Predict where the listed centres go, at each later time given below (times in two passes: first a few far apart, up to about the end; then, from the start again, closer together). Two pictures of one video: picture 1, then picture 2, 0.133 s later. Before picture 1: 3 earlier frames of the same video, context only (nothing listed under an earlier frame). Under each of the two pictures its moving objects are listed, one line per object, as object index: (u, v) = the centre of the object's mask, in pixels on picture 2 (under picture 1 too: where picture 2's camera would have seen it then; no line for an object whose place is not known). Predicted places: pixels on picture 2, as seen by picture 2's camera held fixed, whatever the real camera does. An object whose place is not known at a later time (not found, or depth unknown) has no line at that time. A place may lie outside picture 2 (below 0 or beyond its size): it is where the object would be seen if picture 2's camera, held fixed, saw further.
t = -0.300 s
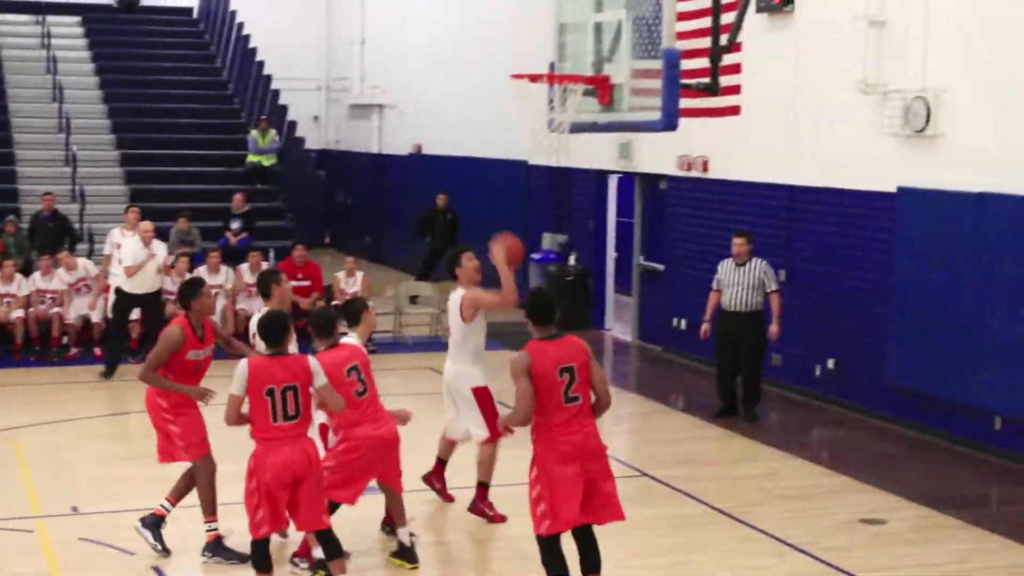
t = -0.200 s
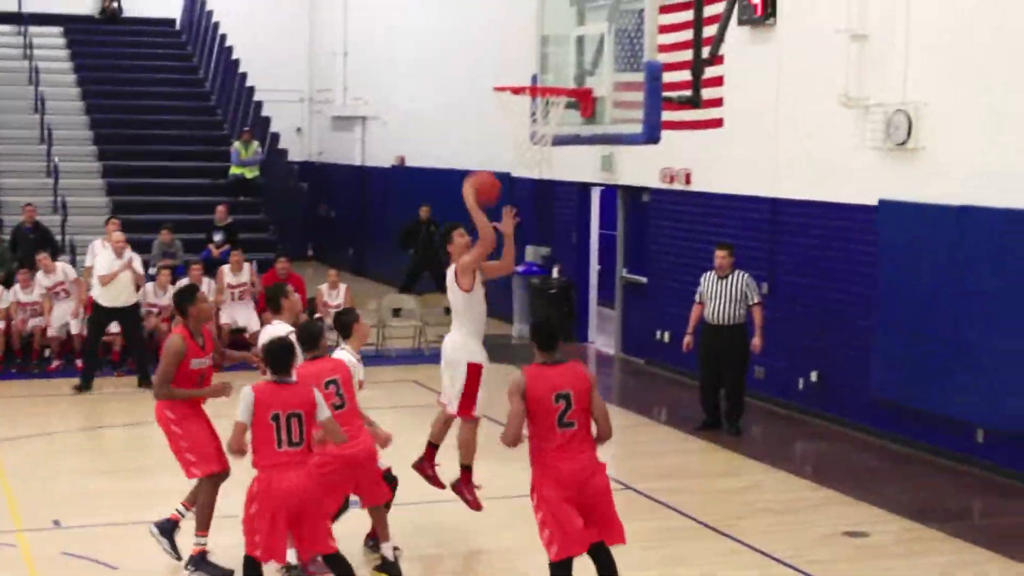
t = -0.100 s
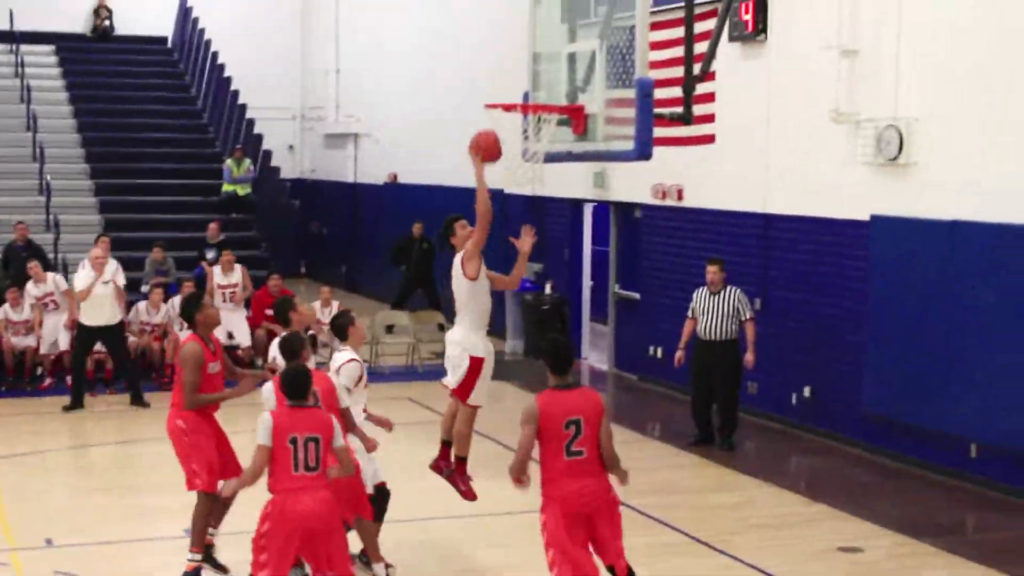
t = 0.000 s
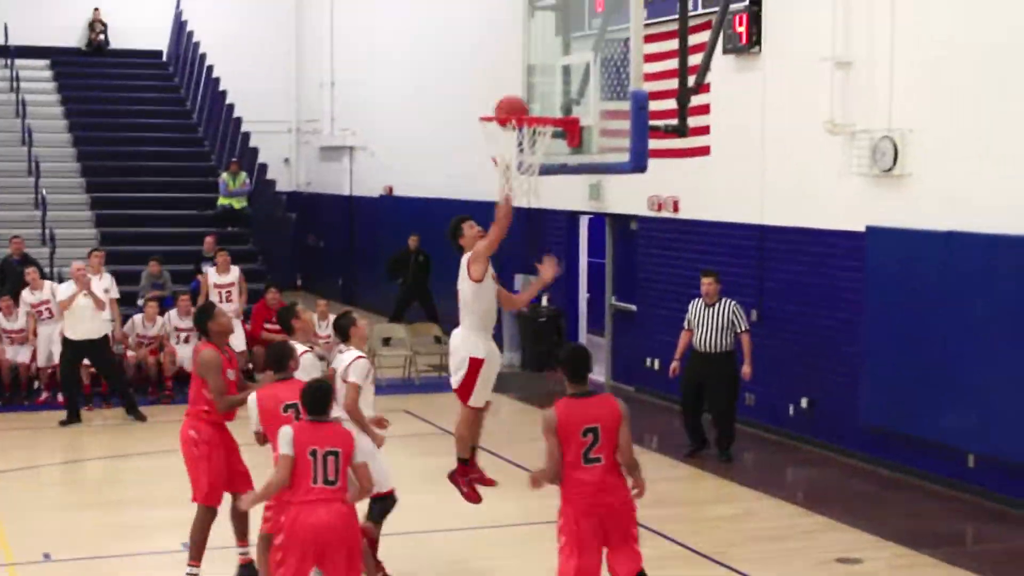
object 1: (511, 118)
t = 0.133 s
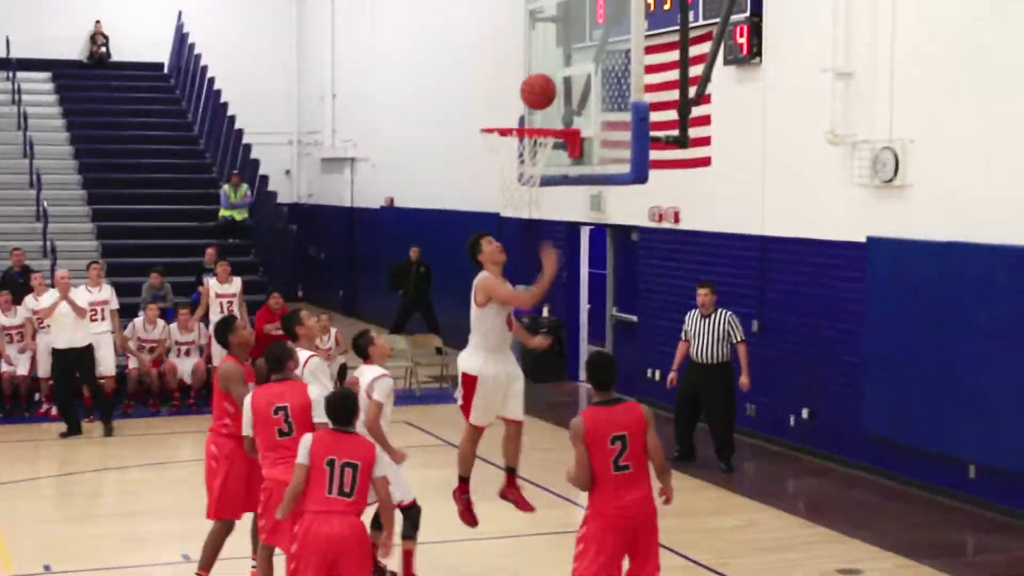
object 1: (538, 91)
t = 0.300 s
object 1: (519, 108)
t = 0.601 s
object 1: (498, 172)
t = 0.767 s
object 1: (497, 229)
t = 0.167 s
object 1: (534, 91)
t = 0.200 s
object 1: (529, 93)
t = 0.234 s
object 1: (526, 97)
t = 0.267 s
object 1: (523, 101)
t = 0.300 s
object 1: (519, 108)
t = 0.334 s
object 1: (515, 114)
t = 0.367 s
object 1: (511, 126)
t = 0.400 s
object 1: (506, 139)
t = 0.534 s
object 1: (499, 161)
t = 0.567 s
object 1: (499, 166)
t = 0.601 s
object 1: (498, 172)
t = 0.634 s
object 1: (497, 183)
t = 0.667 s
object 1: (497, 190)
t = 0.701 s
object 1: (497, 202)
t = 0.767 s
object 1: (497, 229)
